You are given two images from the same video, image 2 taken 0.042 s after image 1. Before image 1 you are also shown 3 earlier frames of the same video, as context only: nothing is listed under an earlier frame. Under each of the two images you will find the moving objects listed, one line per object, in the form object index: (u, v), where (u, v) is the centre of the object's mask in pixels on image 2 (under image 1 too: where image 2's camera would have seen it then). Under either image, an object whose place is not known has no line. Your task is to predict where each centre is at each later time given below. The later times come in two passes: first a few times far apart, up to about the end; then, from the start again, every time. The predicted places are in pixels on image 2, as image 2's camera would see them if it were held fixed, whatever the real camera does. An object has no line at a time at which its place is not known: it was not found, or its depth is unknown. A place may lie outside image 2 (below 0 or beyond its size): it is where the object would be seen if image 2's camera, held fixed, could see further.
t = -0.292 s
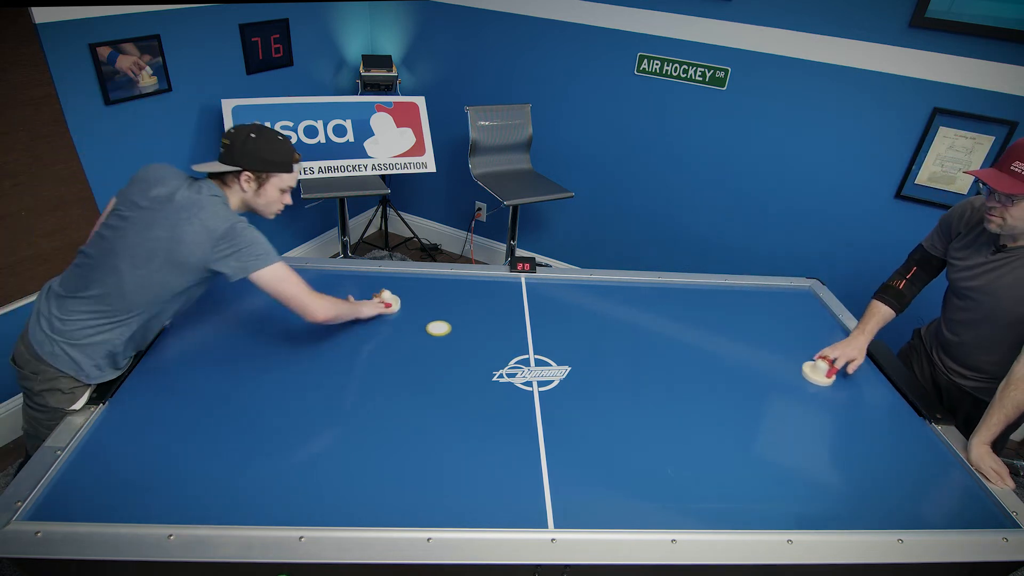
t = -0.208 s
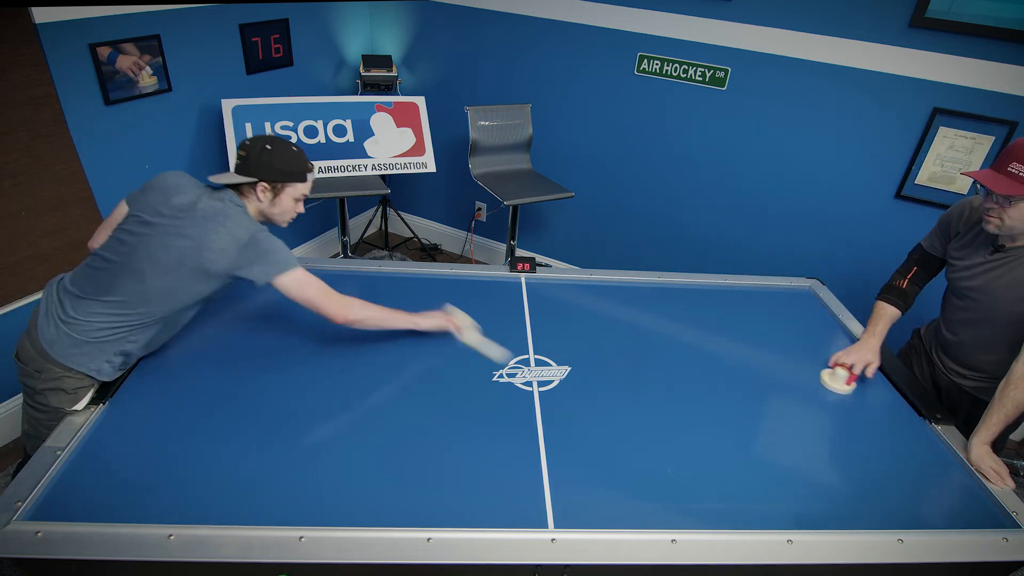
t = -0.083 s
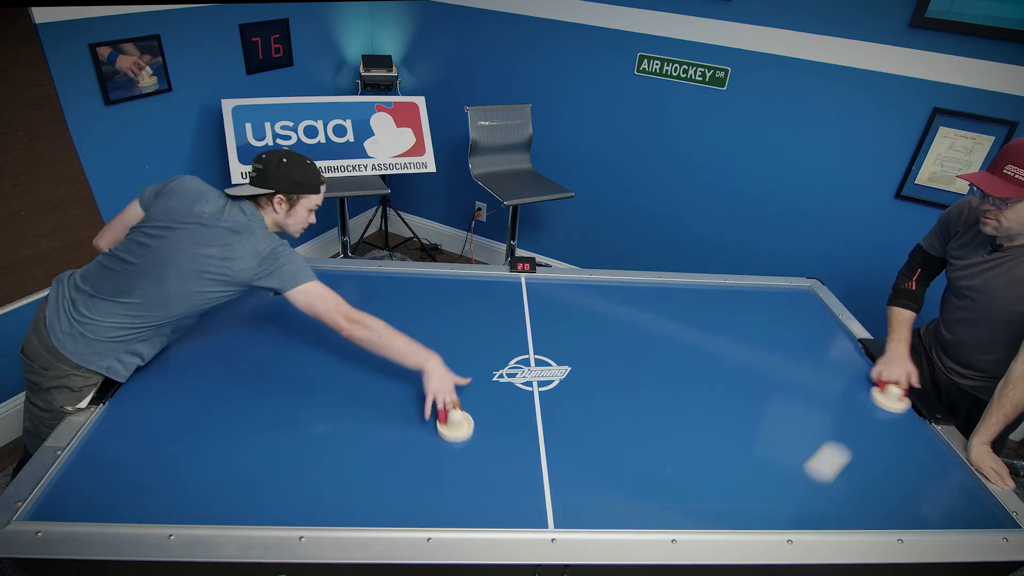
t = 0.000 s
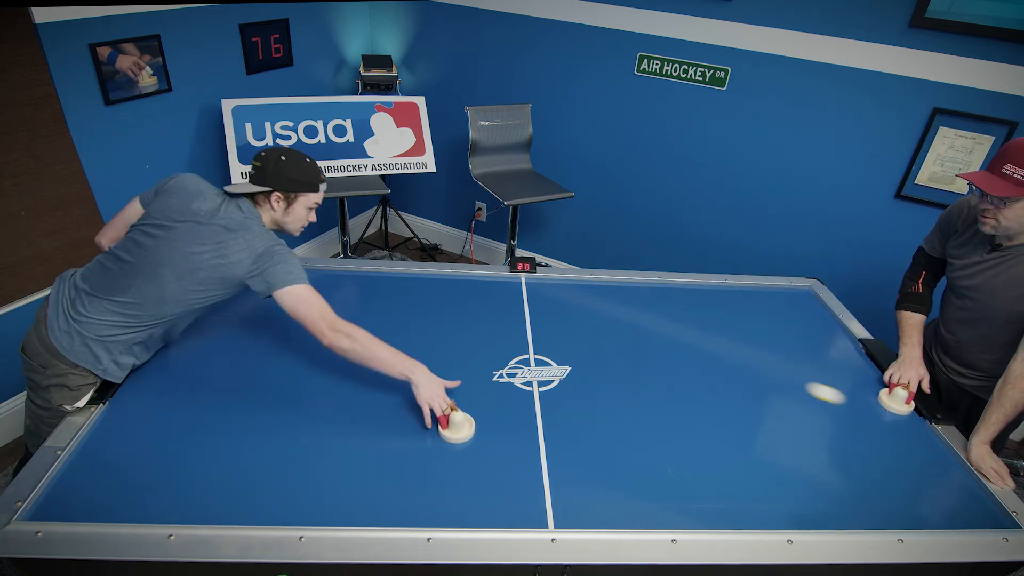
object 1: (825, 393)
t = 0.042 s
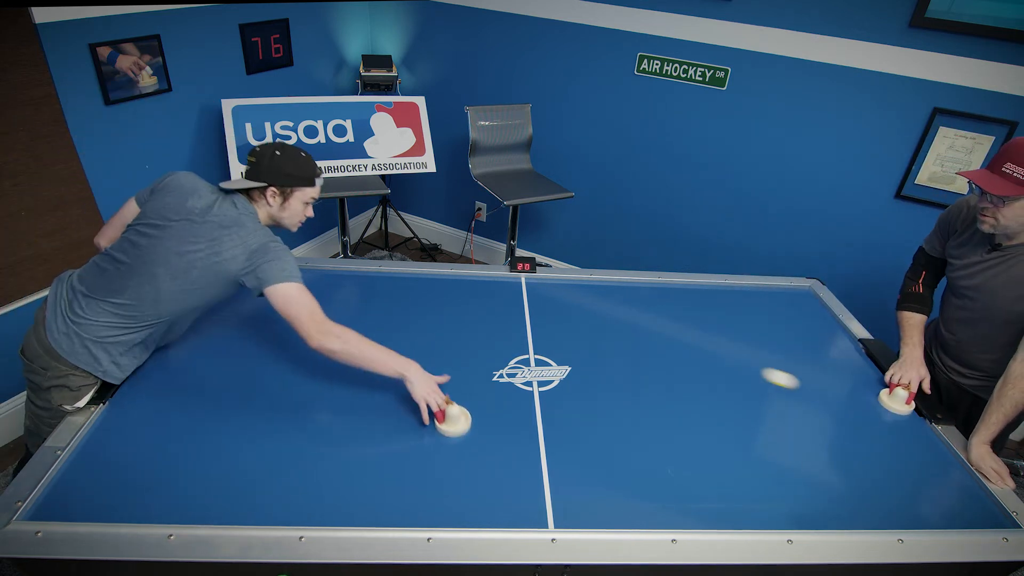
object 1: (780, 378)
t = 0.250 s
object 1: (582, 312)
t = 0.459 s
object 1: (426, 296)
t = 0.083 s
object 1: (737, 364)
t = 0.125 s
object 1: (696, 350)
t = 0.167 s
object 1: (656, 337)
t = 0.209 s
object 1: (618, 324)
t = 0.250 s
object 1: (582, 312)
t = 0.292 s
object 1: (548, 301)
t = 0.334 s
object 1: (513, 290)
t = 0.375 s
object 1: (484, 281)
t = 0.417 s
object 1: (456, 288)
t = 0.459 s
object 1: (426, 296)
